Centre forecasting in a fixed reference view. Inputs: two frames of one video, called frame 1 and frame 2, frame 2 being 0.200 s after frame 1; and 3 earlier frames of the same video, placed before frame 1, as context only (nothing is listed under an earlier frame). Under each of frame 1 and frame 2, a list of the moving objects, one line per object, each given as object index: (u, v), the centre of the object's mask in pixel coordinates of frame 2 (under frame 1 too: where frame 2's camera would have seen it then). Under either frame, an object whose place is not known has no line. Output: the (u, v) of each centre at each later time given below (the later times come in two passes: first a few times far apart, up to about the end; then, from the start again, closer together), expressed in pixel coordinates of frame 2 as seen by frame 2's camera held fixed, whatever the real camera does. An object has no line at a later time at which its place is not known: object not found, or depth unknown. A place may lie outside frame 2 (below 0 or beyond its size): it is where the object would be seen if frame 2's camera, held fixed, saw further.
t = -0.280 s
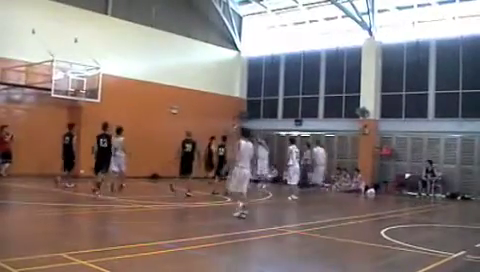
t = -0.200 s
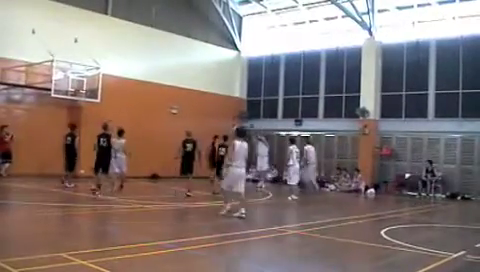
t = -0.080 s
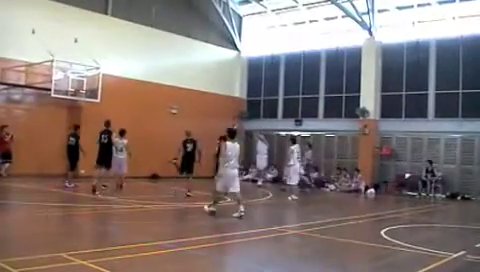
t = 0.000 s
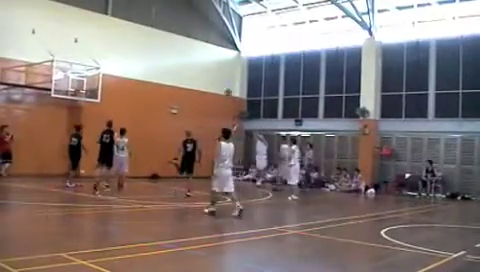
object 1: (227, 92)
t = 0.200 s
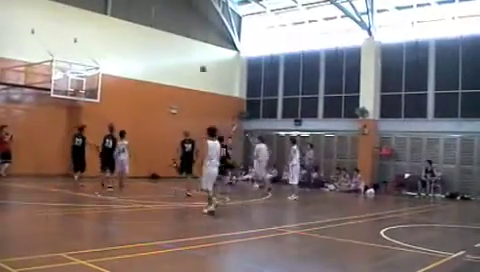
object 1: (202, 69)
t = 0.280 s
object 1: (192, 62)
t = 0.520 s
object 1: (161, 53)
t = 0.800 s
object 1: (122, 62)
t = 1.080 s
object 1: (82, 92)
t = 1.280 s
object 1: (74, 94)
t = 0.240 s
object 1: (197, 65)
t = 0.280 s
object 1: (192, 62)
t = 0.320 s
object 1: (187, 60)
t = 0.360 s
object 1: (182, 58)
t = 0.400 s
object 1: (176, 56)
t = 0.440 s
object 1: (171, 54)
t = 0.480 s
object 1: (166, 54)
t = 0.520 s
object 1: (161, 53)
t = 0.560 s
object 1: (155, 53)
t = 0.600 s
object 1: (150, 54)
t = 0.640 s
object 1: (145, 54)
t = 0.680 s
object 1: (139, 55)
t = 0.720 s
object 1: (133, 57)
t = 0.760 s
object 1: (128, 59)
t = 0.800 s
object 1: (122, 62)
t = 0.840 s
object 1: (116, 65)
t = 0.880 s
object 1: (110, 69)
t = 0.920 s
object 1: (104, 73)
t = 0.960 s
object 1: (99, 78)
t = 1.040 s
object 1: (87, 89)
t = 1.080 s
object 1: (82, 92)
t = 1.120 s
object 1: (75, 94)
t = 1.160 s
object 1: (74, 94)
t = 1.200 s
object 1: (74, 94)
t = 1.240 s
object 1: (74, 94)
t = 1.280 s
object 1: (74, 94)
